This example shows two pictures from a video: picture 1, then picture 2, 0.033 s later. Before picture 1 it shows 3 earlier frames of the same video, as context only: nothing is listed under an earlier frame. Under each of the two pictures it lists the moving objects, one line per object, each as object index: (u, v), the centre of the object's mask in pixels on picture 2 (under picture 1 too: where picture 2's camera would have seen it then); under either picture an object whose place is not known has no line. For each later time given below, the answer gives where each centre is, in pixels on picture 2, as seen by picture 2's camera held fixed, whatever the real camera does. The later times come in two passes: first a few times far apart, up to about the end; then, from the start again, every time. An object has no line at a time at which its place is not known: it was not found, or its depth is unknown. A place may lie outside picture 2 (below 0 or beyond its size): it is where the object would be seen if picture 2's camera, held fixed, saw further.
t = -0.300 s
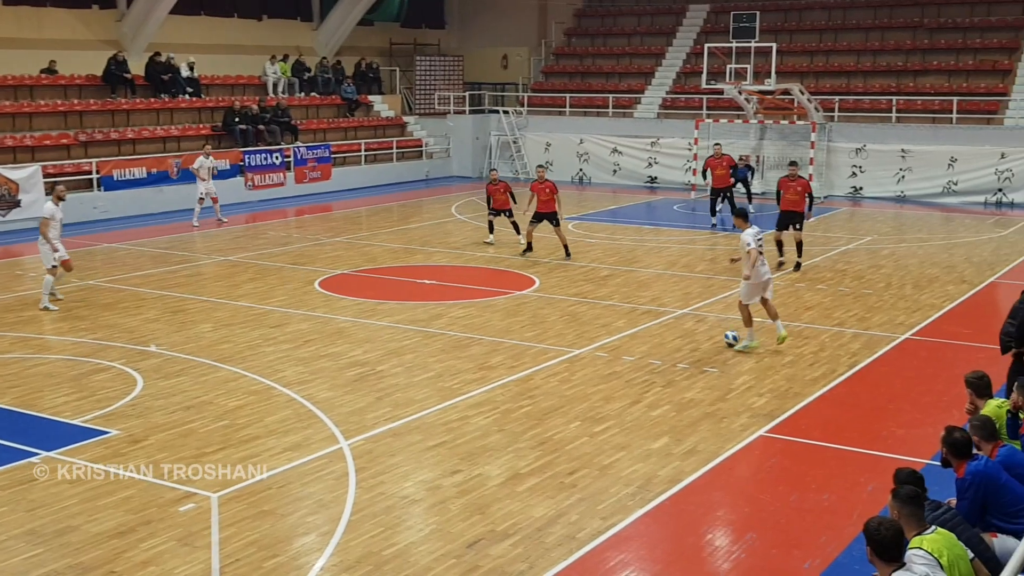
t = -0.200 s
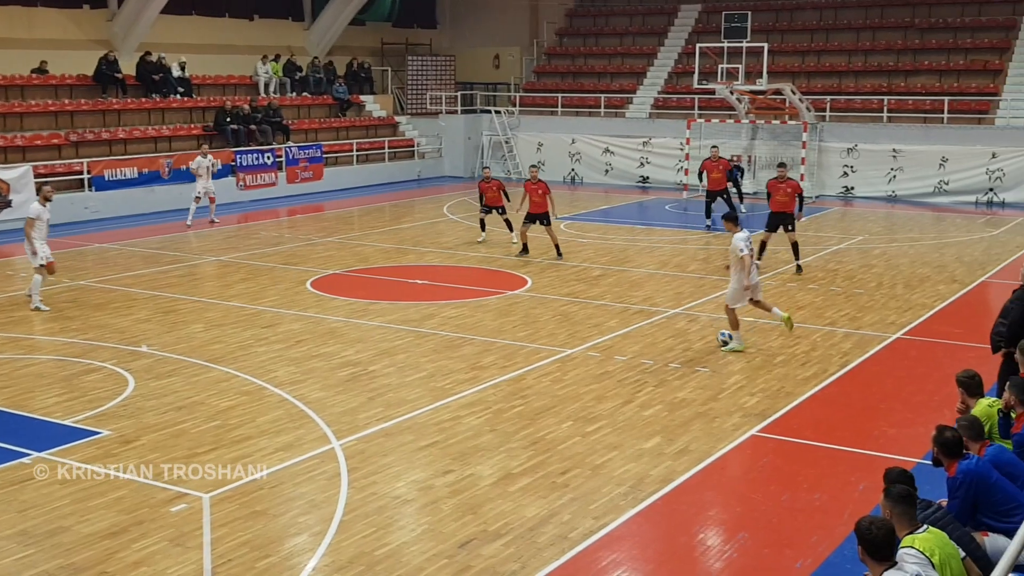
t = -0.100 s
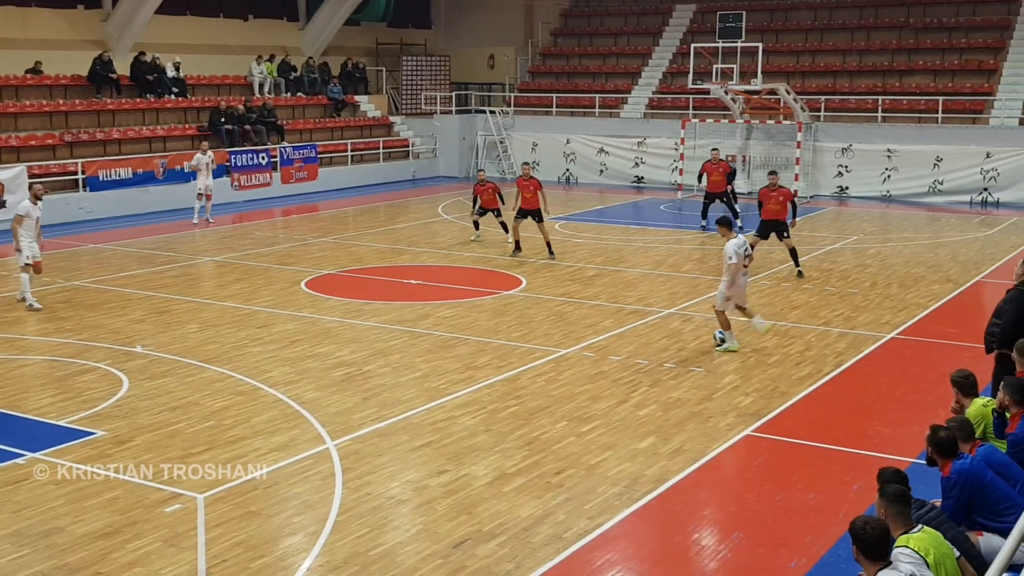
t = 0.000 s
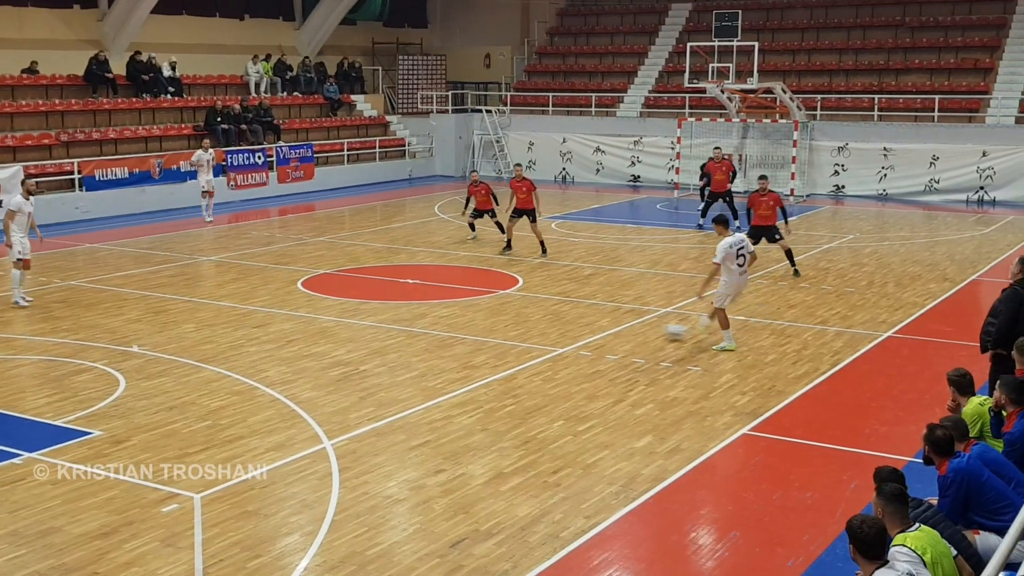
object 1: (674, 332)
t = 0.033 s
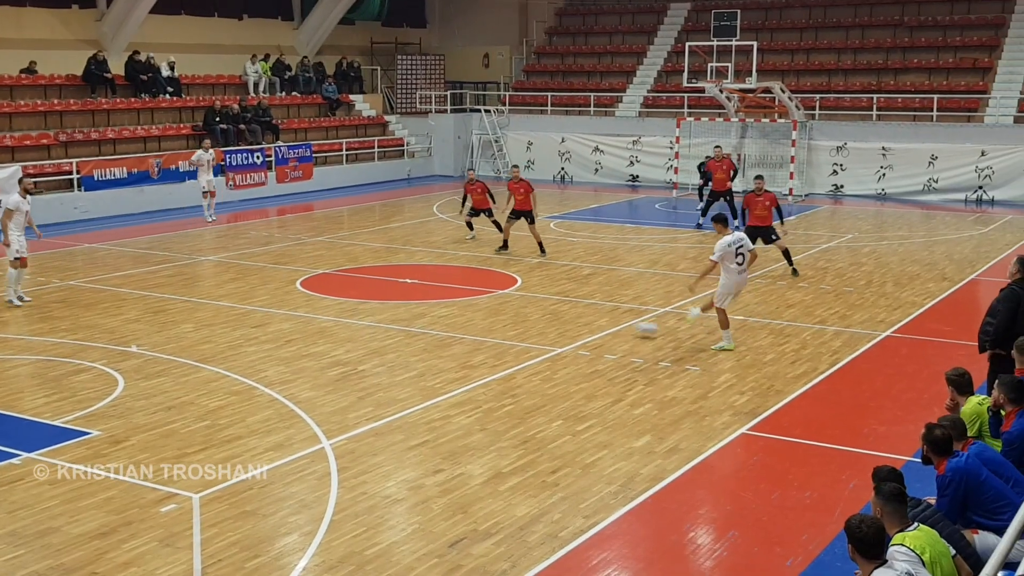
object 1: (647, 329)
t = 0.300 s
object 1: (457, 316)
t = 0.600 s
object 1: (297, 304)
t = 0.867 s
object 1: (189, 295)
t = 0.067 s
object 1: (620, 328)
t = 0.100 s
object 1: (593, 325)
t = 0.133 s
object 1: (569, 323)
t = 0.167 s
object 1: (545, 322)
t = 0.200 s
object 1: (521, 320)
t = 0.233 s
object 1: (500, 318)
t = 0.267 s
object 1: (478, 316)
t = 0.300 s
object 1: (457, 316)
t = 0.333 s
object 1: (437, 314)
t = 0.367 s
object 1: (418, 312)
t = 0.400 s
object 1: (399, 311)
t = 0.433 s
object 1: (381, 310)
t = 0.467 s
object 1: (363, 308)
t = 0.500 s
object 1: (346, 308)
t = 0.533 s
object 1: (328, 306)
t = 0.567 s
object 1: (313, 304)
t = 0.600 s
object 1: (297, 304)
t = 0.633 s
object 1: (282, 302)
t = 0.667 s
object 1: (267, 301)
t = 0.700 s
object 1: (253, 300)
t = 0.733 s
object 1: (239, 299)
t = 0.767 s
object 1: (226, 298)
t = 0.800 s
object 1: (214, 296)
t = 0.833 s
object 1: (201, 295)
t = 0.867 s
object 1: (189, 295)
